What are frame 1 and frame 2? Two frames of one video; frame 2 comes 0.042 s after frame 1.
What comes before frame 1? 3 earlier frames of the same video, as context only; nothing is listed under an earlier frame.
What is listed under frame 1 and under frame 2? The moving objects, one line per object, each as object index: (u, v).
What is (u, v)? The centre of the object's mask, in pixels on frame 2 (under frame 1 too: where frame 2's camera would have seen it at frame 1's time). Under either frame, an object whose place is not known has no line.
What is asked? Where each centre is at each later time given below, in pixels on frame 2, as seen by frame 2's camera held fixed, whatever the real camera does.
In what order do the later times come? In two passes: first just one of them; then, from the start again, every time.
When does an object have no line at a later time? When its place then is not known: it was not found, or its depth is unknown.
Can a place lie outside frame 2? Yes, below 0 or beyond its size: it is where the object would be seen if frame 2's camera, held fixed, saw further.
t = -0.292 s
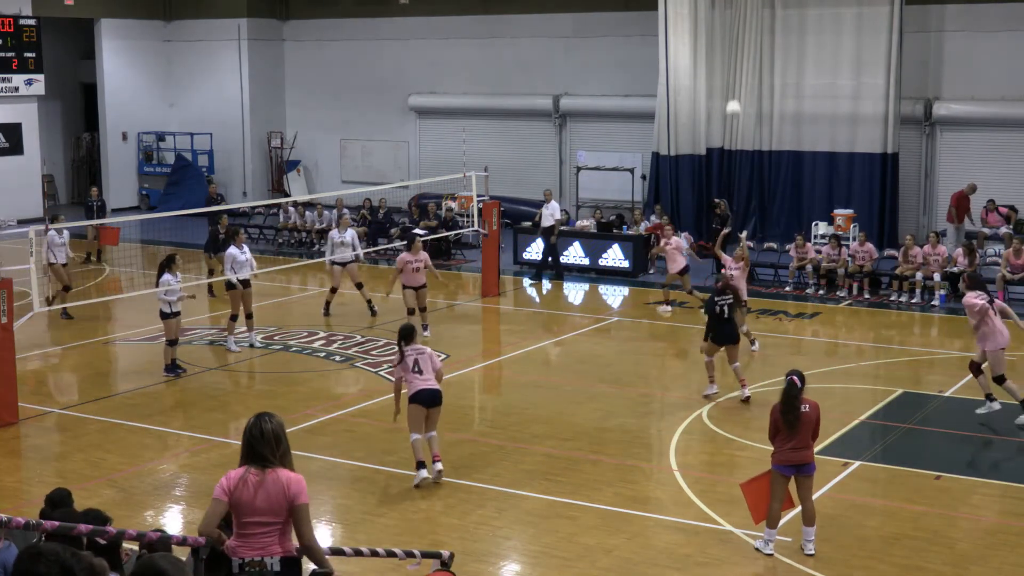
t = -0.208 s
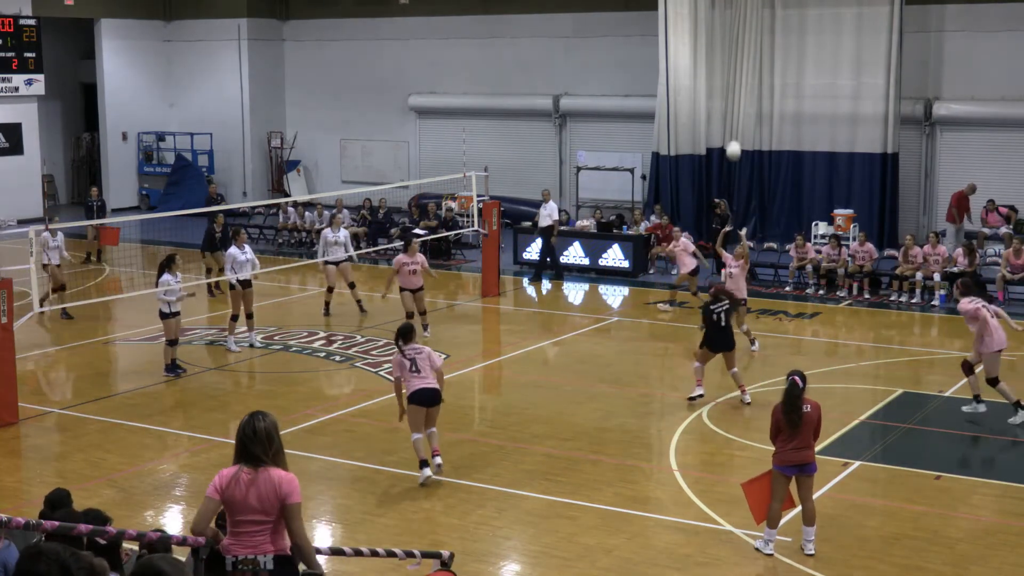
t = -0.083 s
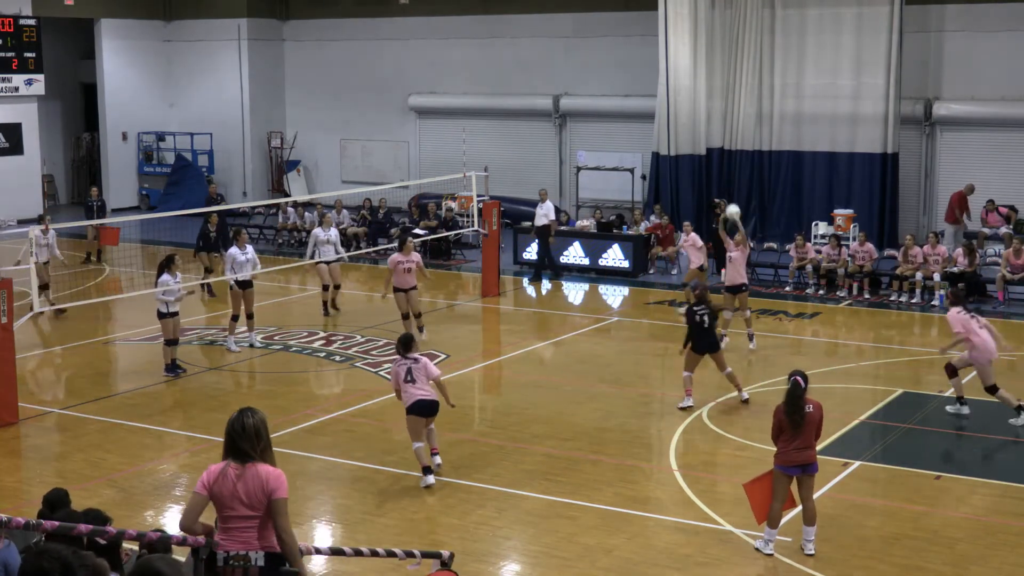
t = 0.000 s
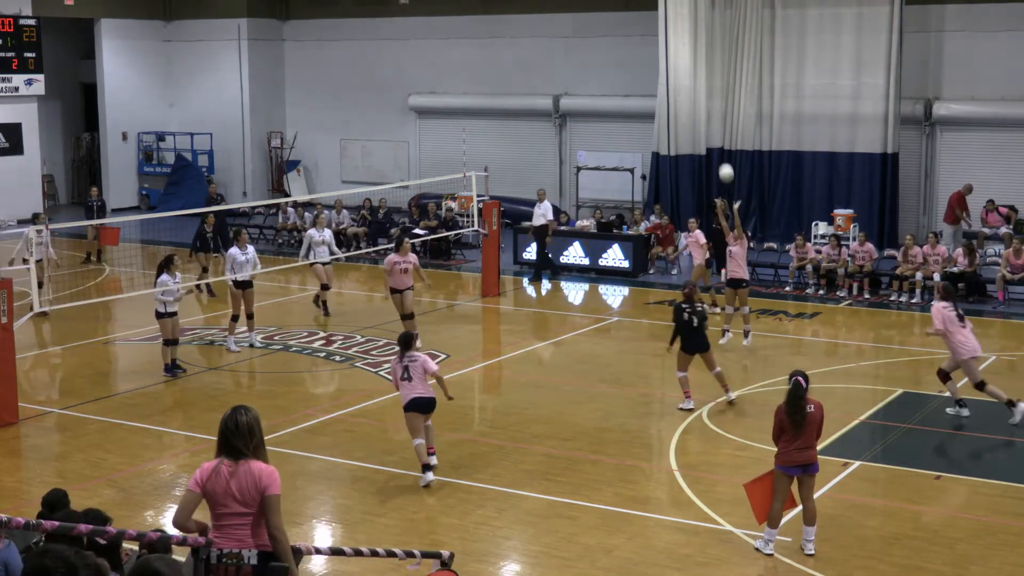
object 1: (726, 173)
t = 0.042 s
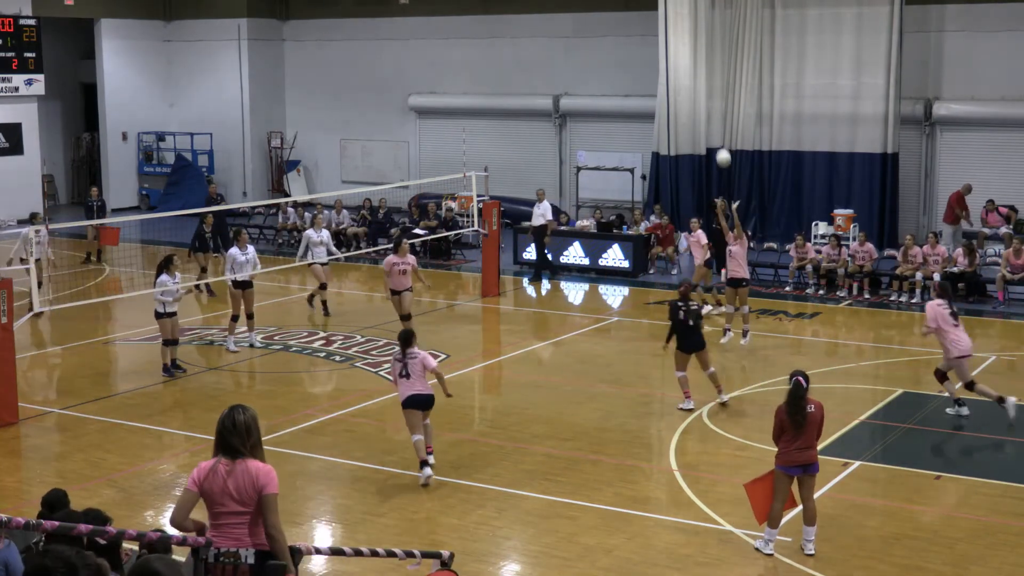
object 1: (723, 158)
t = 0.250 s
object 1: (704, 76)
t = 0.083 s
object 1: (719, 137)
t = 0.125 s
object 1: (716, 121)
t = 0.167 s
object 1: (712, 102)
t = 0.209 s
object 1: (709, 91)
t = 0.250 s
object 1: (704, 76)
